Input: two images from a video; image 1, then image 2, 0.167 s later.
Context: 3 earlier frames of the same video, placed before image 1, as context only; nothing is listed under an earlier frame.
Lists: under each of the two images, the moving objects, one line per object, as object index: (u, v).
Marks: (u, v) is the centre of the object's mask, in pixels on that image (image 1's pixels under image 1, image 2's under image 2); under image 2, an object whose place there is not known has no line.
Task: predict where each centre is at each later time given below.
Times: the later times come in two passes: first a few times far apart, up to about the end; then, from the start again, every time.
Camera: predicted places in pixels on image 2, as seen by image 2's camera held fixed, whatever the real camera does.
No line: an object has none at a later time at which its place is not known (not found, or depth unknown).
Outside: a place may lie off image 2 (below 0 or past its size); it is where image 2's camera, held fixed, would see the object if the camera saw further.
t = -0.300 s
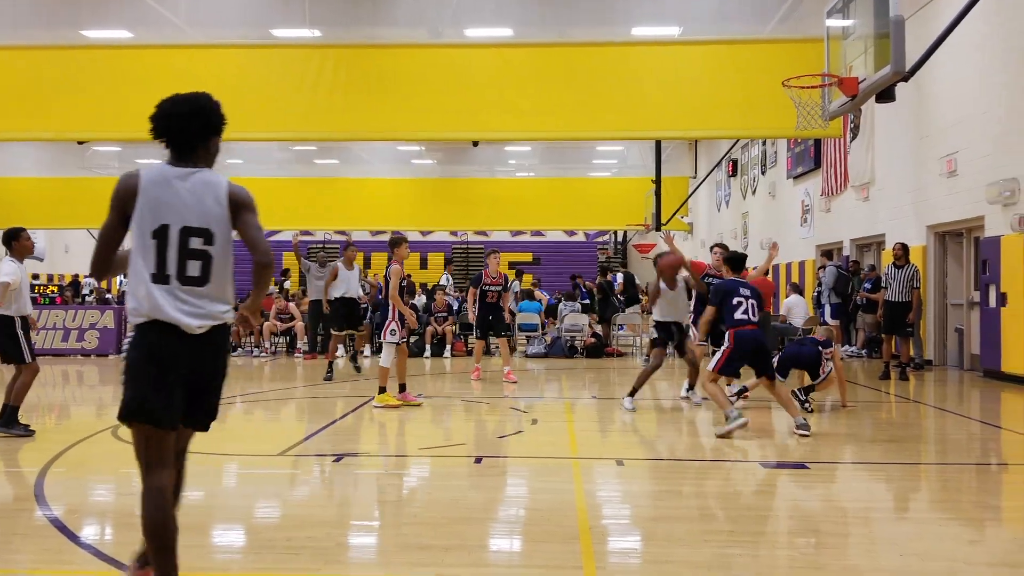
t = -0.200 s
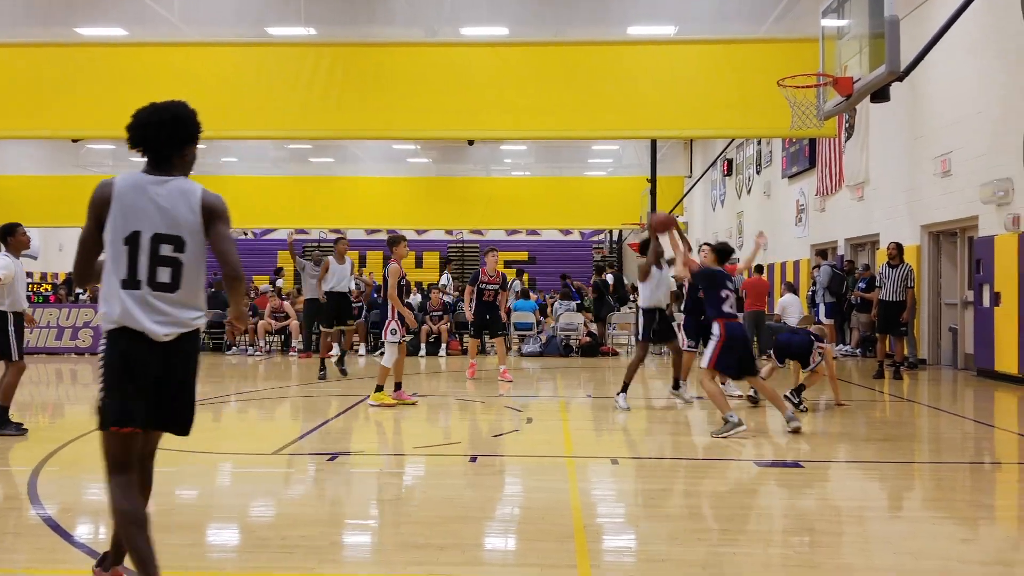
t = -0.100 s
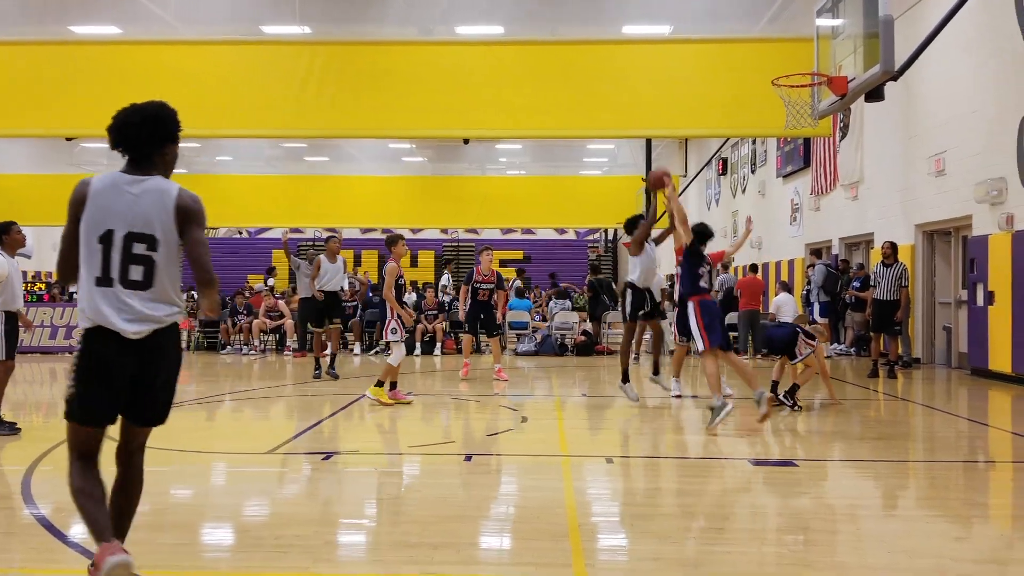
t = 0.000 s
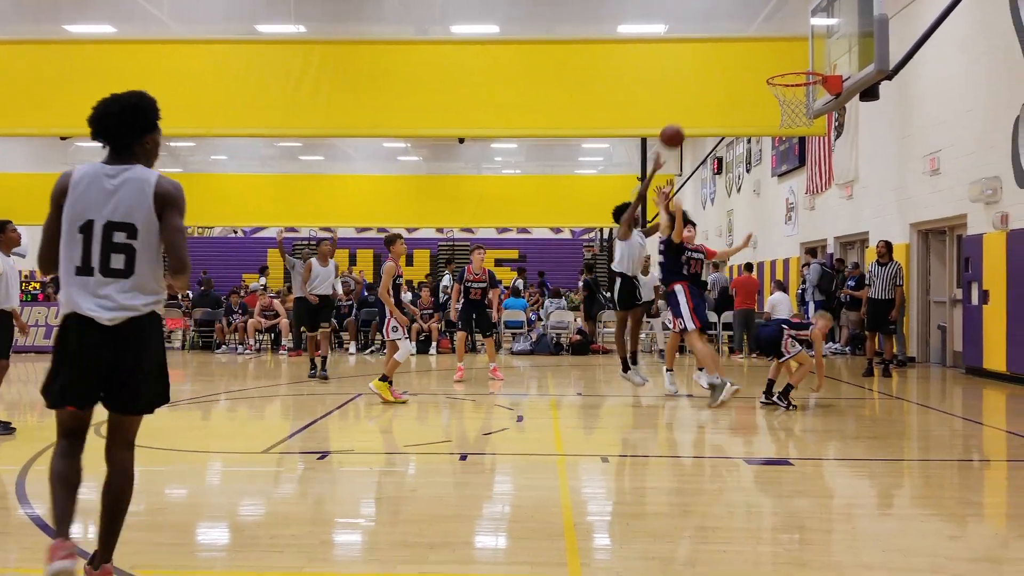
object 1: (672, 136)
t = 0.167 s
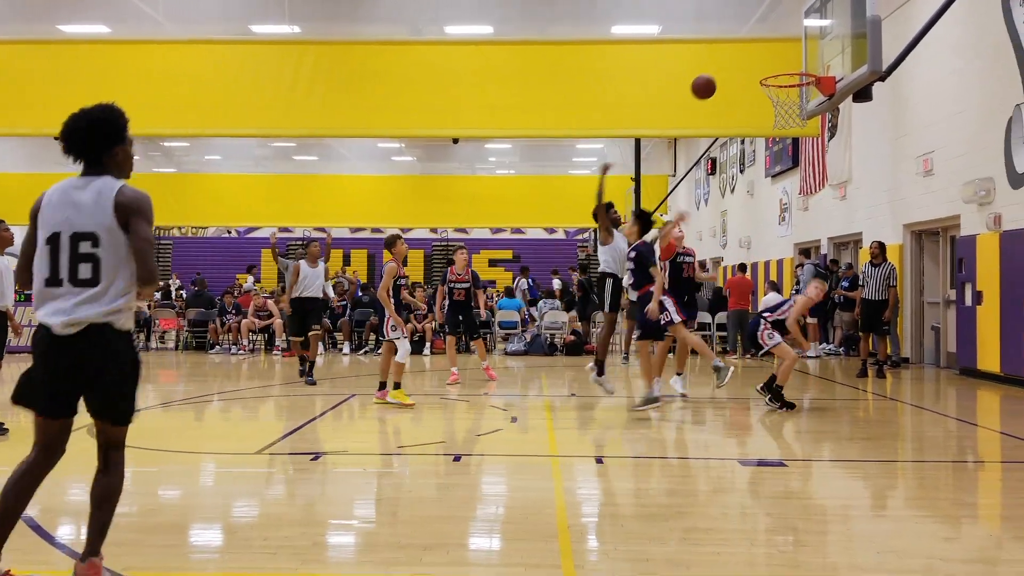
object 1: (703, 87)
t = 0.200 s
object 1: (711, 80)
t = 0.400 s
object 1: (758, 61)
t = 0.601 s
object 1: (796, 66)
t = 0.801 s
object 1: (805, 66)
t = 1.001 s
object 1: (798, 75)
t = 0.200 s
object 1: (711, 80)
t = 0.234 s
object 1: (718, 74)
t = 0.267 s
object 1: (726, 70)
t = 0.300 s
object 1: (734, 67)
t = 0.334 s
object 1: (742, 64)
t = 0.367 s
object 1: (750, 62)
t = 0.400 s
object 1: (758, 61)
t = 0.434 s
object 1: (766, 63)
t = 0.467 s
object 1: (774, 64)
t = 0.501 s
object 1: (783, 67)
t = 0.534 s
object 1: (790, 67)
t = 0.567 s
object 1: (794, 66)
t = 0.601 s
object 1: (796, 66)
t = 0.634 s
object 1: (800, 64)
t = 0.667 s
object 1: (803, 64)
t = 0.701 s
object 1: (806, 64)
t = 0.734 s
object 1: (809, 65)
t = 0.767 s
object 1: (808, 65)
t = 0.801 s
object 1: (805, 66)
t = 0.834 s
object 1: (802, 71)
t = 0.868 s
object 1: (799, 74)
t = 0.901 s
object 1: (798, 74)
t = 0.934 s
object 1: (798, 74)
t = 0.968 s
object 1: (798, 74)
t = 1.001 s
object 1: (798, 75)
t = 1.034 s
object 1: (797, 78)
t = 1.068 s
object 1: (797, 83)
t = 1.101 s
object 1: (796, 88)
